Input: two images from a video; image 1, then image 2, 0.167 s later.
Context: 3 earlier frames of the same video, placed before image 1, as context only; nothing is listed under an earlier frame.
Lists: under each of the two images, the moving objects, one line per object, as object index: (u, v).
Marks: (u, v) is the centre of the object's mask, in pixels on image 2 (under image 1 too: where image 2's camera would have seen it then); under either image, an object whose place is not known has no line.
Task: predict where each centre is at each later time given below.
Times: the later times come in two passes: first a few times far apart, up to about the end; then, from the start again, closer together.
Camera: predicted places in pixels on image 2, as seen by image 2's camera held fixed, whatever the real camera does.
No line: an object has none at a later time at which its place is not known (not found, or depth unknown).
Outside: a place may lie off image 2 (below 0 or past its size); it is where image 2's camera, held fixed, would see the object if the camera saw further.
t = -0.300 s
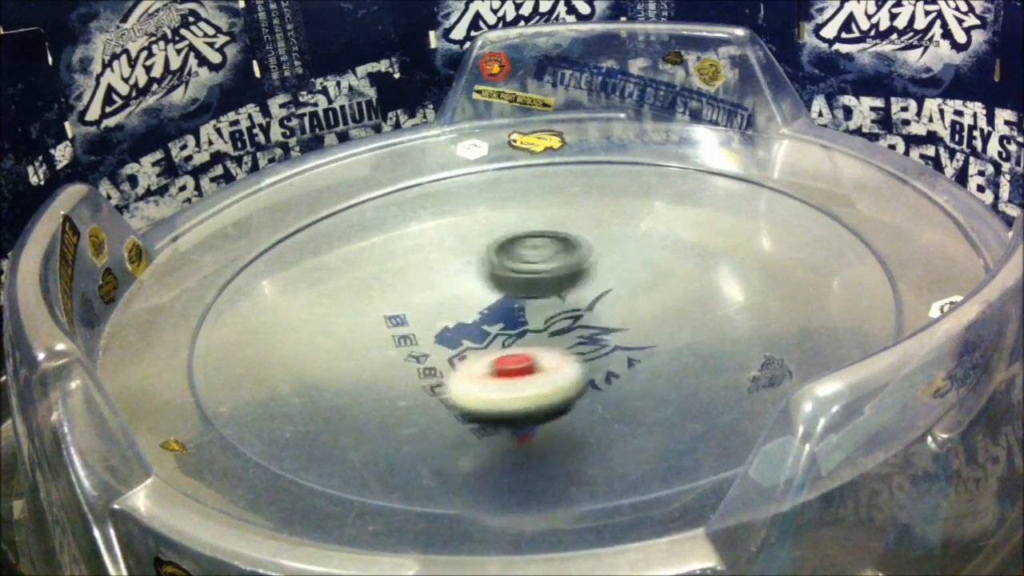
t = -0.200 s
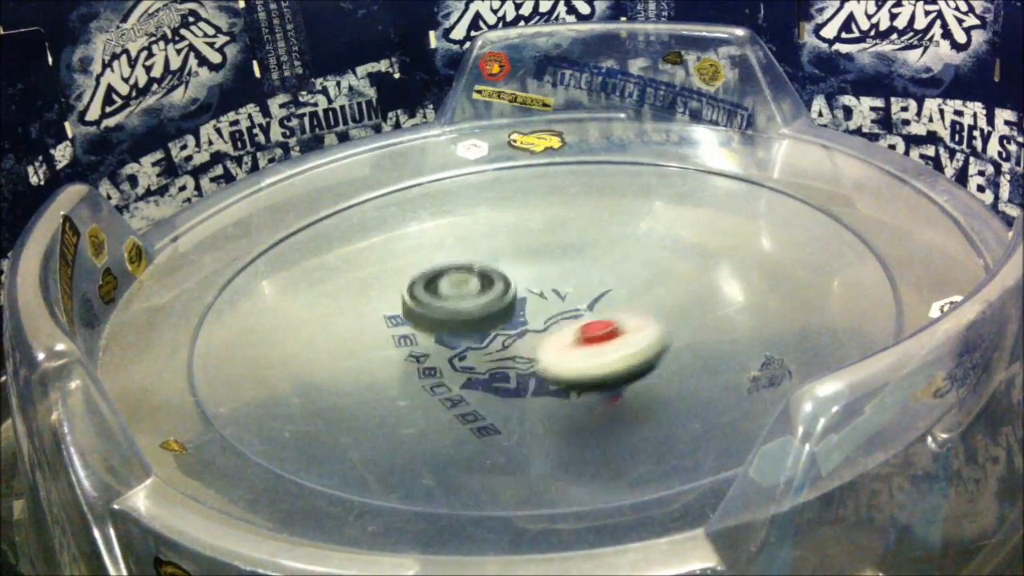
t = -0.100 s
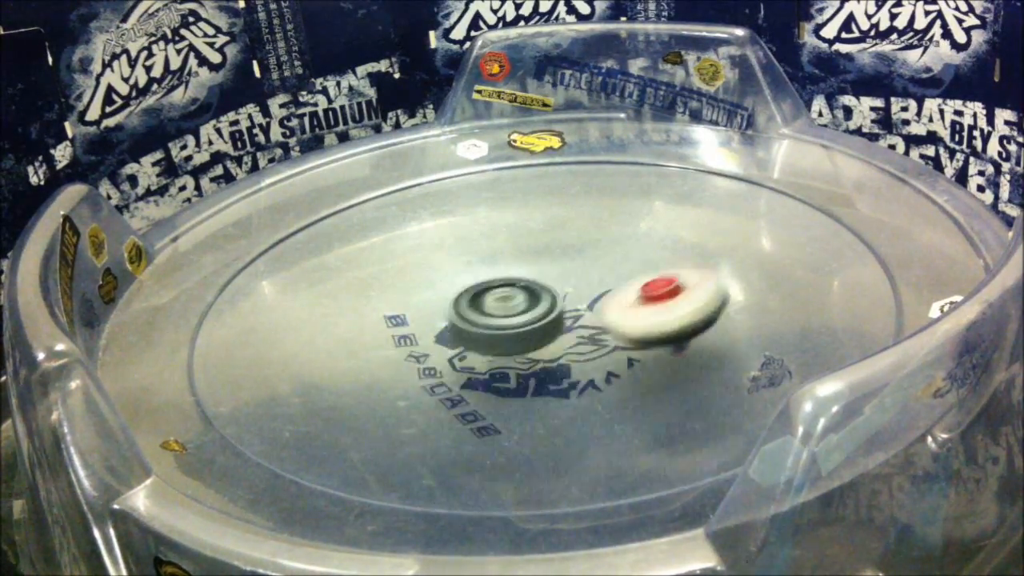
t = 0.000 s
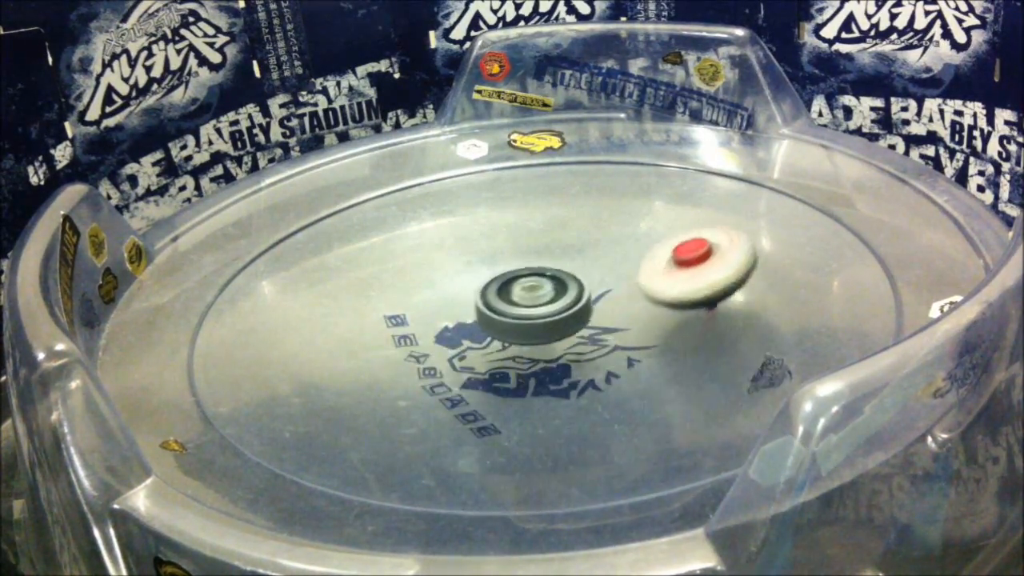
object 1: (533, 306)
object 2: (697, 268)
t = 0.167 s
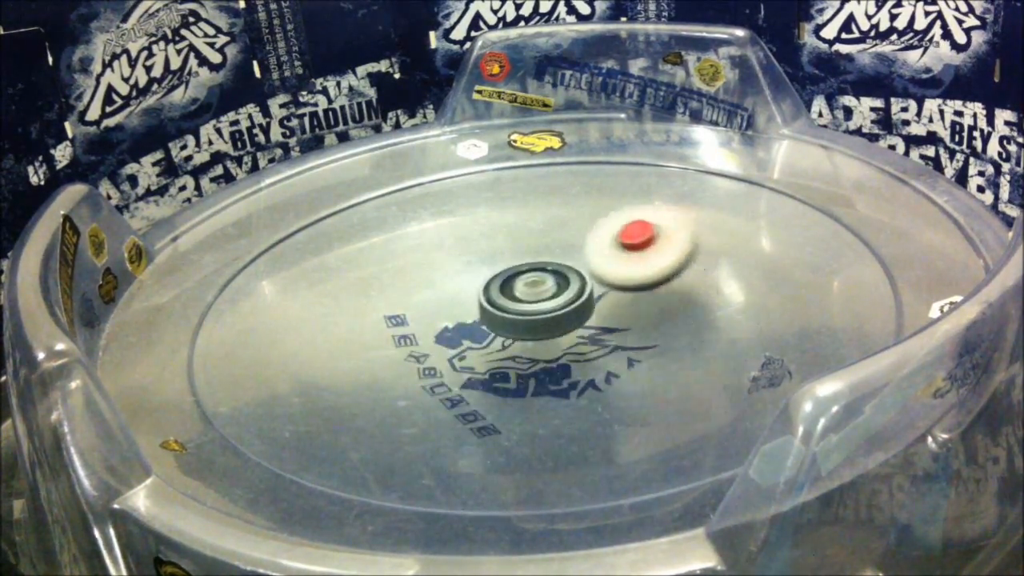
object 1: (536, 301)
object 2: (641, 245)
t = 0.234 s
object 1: (472, 325)
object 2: (643, 224)
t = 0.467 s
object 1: (580, 320)
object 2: (518, 263)
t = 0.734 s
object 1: (587, 313)
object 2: (448, 279)
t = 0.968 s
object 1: (628, 305)
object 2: (407, 314)
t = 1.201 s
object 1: (631, 271)
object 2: (434, 341)
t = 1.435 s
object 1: (582, 259)
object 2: (489, 358)
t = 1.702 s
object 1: (540, 277)
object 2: (557, 350)
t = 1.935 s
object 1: (502, 265)
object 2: (572, 369)
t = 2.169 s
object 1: (516, 277)
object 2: (615, 329)
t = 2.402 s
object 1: (515, 286)
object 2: (616, 319)
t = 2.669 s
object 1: (497, 296)
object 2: (634, 331)
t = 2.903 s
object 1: (416, 286)
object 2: (654, 365)
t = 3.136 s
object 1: (384, 255)
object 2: (681, 332)
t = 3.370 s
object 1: (383, 296)
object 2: (703, 284)
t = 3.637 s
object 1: (451, 353)
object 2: (642, 267)
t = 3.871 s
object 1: (521, 362)
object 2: (558, 259)
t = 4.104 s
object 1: (558, 332)
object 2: (528, 263)
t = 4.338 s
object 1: (588, 336)
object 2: (516, 251)
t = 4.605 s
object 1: (591, 326)
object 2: (501, 267)
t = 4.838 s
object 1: (622, 329)
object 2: (482, 257)
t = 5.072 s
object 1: (606, 337)
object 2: (496, 272)
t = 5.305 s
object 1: (606, 332)
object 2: (495, 253)
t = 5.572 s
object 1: (638, 348)
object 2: (477, 213)
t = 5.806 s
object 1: (609, 336)
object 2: (520, 268)
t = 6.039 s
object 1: (613, 329)
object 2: (519, 259)
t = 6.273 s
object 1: (591, 329)
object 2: (517, 251)
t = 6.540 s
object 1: (587, 328)
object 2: (520, 257)
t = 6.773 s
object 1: (577, 325)
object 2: (540, 261)
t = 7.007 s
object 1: (556, 327)
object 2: (552, 250)
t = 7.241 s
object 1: (540, 335)
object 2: (577, 253)
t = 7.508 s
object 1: (527, 328)
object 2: (611, 270)
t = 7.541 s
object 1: (522, 326)
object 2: (613, 274)
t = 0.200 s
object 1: (532, 302)
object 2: (627, 243)
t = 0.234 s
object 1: (472, 325)
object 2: (643, 224)
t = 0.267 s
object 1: (473, 334)
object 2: (636, 223)
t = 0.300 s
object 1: (501, 345)
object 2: (624, 227)
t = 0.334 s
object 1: (520, 347)
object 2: (616, 230)
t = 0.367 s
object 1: (556, 344)
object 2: (598, 238)
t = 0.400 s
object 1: (576, 335)
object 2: (576, 248)
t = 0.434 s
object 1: (581, 326)
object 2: (549, 256)
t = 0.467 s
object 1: (580, 320)
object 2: (518, 263)
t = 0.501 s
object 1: (613, 340)
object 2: (465, 238)
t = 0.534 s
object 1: (618, 342)
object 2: (458, 234)
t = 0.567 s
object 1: (623, 337)
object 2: (448, 231)
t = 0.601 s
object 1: (628, 328)
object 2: (443, 232)
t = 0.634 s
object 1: (625, 319)
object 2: (441, 238)
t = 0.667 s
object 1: (618, 315)
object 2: (442, 247)
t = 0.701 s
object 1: (605, 313)
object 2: (446, 260)
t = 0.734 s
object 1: (587, 313)
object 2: (448, 279)
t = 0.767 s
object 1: (579, 315)
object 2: (451, 287)
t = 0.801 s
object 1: (605, 319)
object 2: (424, 296)
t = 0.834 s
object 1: (655, 322)
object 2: (385, 297)
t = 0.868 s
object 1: (658, 320)
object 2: (382, 300)
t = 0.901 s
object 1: (648, 314)
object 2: (386, 305)
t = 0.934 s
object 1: (635, 307)
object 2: (400, 311)
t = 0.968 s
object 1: (628, 305)
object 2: (407, 314)
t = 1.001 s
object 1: (612, 303)
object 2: (429, 322)
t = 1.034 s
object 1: (594, 304)
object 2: (458, 327)
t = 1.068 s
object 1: (638, 289)
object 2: (422, 338)
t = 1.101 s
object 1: (665, 278)
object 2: (403, 345)
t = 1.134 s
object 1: (656, 275)
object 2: (408, 343)
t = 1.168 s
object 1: (648, 273)
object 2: (414, 343)
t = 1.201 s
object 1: (631, 271)
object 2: (434, 341)
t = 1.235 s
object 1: (613, 273)
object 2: (457, 338)
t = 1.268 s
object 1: (594, 277)
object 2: (487, 336)
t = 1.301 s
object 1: (588, 276)
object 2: (506, 338)
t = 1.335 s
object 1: (610, 253)
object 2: (481, 360)
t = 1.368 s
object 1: (609, 251)
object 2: (479, 361)
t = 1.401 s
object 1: (597, 254)
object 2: (480, 361)
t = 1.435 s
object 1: (582, 259)
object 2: (489, 358)
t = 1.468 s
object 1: (568, 266)
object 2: (502, 352)
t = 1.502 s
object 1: (559, 273)
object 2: (521, 345)
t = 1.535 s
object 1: (554, 276)
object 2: (538, 339)
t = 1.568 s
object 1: (557, 259)
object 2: (544, 363)
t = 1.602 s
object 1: (557, 256)
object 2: (544, 365)
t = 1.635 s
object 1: (553, 261)
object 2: (543, 365)
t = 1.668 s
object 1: (546, 268)
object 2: (548, 356)
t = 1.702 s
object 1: (540, 277)
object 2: (557, 350)
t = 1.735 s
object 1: (536, 281)
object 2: (566, 340)
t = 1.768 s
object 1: (534, 282)
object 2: (577, 337)
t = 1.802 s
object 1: (527, 264)
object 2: (593, 352)
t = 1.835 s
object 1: (518, 248)
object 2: (597, 371)
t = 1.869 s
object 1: (513, 250)
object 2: (589, 374)
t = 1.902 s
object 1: (506, 257)
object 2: (580, 374)
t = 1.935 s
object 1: (502, 265)
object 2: (572, 369)
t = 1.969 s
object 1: (502, 274)
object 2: (569, 360)
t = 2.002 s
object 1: (505, 279)
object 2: (570, 354)
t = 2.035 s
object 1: (510, 285)
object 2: (572, 340)
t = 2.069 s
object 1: (510, 282)
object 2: (589, 337)
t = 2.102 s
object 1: (512, 279)
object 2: (594, 333)
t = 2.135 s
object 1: (518, 281)
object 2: (598, 327)
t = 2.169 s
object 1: (516, 277)
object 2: (615, 329)
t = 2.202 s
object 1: (512, 274)
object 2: (619, 332)
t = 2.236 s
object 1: (513, 275)
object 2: (620, 331)
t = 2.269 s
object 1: (513, 280)
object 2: (617, 329)
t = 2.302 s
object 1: (514, 286)
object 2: (613, 324)
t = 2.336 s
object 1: (512, 287)
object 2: (614, 321)
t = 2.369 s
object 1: (510, 285)
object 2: (617, 320)
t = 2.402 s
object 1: (515, 286)
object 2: (616, 319)
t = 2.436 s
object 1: (517, 288)
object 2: (613, 318)
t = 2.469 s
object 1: (488, 280)
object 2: (650, 327)
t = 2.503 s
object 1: (482, 279)
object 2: (653, 334)
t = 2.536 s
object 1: (485, 286)
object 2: (647, 337)
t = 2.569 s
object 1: (489, 293)
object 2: (635, 339)
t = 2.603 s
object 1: (496, 299)
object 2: (622, 337)
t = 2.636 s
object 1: (500, 302)
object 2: (617, 334)
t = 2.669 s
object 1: (497, 296)
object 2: (634, 331)
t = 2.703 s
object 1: (402, 250)
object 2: (747, 346)
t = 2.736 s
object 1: (380, 237)
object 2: (758, 359)
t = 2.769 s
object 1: (379, 244)
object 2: (749, 368)
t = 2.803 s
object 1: (383, 256)
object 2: (735, 372)
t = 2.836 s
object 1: (387, 262)
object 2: (723, 372)
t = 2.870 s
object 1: (399, 275)
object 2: (694, 371)
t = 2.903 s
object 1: (416, 286)
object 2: (654, 365)
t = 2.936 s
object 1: (438, 294)
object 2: (618, 353)
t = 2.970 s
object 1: (465, 300)
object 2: (586, 335)
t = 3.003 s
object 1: (417, 269)
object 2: (651, 330)
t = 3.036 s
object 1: (373, 238)
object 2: (705, 333)
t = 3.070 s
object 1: (370, 236)
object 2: (707, 334)
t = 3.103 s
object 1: (374, 243)
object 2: (699, 334)
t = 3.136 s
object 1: (384, 255)
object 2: (681, 332)
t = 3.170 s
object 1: (400, 269)
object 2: (662, 327)
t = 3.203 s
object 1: (422, 281)
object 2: (637, 320)
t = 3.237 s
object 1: (449, 291)
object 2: (614, 310)
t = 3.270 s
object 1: (461, 294)
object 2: (604, 305)
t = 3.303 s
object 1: (430, 293)
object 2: (648, 289)
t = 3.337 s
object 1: (380, 290)
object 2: (702, 281)
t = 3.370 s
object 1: (383, 296)
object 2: (703, 284)
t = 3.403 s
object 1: (400, 306)
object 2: (692, 288)
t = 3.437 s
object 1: (421, 316)
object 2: (673, 292)
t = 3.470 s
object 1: (432, 321)
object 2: (663, 293)
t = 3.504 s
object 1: (456, 327)
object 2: (636, 296)
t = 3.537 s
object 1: (480, 331)
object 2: (603, 297)
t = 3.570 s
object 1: (440, 345)
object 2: (633, 275)
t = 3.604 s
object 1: (437, 350)
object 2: (642, 266)
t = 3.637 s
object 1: (451, 353)
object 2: (642, 267)
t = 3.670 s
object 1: (459, 354)
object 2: (639, 267)
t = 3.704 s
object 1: (476, 354)
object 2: (625, 270)
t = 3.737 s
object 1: (494, 354)
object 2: (607, 274)
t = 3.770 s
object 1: (510, 351)
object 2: (586, 279)
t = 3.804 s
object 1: (524, 347)
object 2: (567, 280)
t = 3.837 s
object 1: (519, 360)
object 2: (558, 266)
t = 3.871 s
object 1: (521, 362)
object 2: (558, 259)
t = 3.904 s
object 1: (526, 359)
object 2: (556, 257)
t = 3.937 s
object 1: (539, 353)
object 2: (552, 255)
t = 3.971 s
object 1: (548, 347)
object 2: (547, 255)
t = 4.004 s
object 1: (555, 339)
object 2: (542, 259)
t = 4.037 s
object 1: (558, 331)
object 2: (537, 263)
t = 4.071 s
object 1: (560, 331)
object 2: (530, 262)
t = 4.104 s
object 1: (558, 332)
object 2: (528, 263)
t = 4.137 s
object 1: (555, 330)
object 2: (523, 264)
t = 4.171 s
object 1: (559, 338)
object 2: (522, 255)
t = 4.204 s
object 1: (559, 336)
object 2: (524, 254)
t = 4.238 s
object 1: (563, 331)
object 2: (526, 255)
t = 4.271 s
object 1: (568, 325)
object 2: (527, 259)
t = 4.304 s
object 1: (570, 323)
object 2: (526, 261)
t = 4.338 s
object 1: (588, 336)
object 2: (516, 251)
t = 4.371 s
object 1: (591, 337)
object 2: (517, 250)
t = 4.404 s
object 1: (592, 332)
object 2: (518, 251)
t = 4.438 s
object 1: (591, 327)
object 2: (518, 256)
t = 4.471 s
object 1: (587, 322)
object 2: (519, 263)
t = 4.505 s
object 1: (591, 324)
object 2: (509, 266)
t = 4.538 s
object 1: (598, 328)
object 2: (504, 264)
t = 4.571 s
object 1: (596, 328)
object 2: (502, 265)
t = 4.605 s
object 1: (591, 326)
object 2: (501, 267)
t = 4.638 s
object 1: (584, 322)
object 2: (499, 273)
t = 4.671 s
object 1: (609, 329)
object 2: (475, 265)
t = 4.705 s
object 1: (633, 341)
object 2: (464, 254)
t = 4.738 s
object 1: (633, 340)
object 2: (464, 252)
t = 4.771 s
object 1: (631, 336)
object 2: (468, 249)
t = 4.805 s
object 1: (627, 332)
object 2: (474, 252)
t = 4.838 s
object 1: (622, 329)
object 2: (482, 257)
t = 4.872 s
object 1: (611, 326)
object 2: (493, 269)
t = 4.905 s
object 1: (598, 324)
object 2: (504, 279)
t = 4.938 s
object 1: (598, 326)
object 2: (505, 283)
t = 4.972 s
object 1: (599, 328)
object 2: (506, 284)
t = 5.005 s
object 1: (595, 330)
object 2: (506, 285)
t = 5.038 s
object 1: (592, 331)
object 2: (506, 284)
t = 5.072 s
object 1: (606, 337)
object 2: (496, 272)
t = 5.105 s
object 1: (609, 335)
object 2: (496, 266)
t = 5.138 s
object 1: (609, 333)
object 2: (497, 264)
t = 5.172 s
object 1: (609, 328)
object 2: (500, 261)
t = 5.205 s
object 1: (604, 324)
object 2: (506, 262)
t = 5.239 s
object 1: (595, 319)
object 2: (511, 267)
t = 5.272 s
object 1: (600, 327)
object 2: (502, 263)
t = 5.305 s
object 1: (606, 332)
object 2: (495, 253)
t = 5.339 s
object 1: (603, 330)
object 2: (498, 250)
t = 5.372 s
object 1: (601, 328)
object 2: (499, 249)
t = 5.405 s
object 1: (597, 324)
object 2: (505, 253)
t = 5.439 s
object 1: (589, 319)
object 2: (509, 259)
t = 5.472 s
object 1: (583, 318)
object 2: (508, 262)
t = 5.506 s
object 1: (629, 348)
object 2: (472, 228)
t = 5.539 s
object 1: (636, 350)
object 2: (475, 216)
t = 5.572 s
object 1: (638, 348)
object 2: (477, 213)
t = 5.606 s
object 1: (640, 343)
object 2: (484, 211)
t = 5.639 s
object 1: (638, 338)
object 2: (491, 215)
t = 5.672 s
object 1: (630, 333)
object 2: (500, 226)
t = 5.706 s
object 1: (617, 329)
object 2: (511, 241)
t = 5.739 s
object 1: (603, 325)
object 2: (525, 262)
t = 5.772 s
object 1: (597, 324)
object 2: (530, 270)
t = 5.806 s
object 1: (609, 336)
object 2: (520, 268)
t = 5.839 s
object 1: (604, 335)
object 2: (525, 272)
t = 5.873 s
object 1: (596, 330)
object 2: (529, 277)
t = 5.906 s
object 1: (615, 341)
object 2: (512, 265)
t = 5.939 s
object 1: (618, 341)
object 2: (513, 259)
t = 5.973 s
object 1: (618, 337)
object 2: (515, 257)
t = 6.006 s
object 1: (617, 334)
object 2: (516, 257)
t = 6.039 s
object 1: (613, 329)
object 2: (519, 259)
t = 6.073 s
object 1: (606, 323)
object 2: (524, 265)
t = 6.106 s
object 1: (596, 319)
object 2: (525, 268)
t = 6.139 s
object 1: (592, 321)
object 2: (525, 267)
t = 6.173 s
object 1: (597, 329)
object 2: (519, 260)
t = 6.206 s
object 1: (598, 332)
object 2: (518, 255)
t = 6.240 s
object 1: (594, 332)
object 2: (517, 251)
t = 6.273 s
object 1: (591, 329)
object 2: (517, 251)
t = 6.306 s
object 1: (586, 325)
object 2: (516, 253)
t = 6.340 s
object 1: (580, 321)
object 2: (517, 259)
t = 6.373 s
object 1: (583, 326)
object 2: (510, 254)
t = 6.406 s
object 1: (594, 338)
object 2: (504, 247)
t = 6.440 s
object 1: (594, 340)
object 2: (506, 243)
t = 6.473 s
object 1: (593, 337)
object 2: (509, 243)
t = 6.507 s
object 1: (592, 332)
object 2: (513, 247)
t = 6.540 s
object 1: (587, 328)
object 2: (520, 257)
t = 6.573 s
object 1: (579, 323)
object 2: (526, 265)
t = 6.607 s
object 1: (584, 329)
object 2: (522, 262)
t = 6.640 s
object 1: (588, 336)
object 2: (523, 257)
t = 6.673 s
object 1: (584, 332)
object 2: (528, 259)
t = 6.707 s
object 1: (582, 327)
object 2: (534, 261)
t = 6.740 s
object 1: (580, 324)
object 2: (537, 263)
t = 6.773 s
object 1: (577, 325)
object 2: (540, 261)
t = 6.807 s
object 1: (576, 333)
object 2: (543, 251)
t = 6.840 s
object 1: (575, 333)
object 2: (545, 249)
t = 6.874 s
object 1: (575, 330)
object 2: (548, 245)
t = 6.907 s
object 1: (574, 327)
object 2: (550, 245)
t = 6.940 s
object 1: (569, 324)
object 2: (552, 248)
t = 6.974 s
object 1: (563, 320)
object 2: (552, 252)
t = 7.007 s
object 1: (556, 327)
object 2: (552, 250)
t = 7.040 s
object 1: (552, 327)
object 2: (553, 250)
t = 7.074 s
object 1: (547, 326)
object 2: (555, 254)
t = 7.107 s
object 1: (544, 329)
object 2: (558, 252)
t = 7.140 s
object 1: (536, 339)
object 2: (566, 247)
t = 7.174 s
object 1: (536, 339)
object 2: (572, 247)
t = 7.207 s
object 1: (538, 336)
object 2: (576, 250)
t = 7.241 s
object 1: (540, 335)
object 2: (577, 253)
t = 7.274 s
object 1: (540, 332)
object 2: (579, 259)
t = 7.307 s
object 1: (535, 333)
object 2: (583, 261)
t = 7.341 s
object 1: (523, 340)
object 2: (595, 255)
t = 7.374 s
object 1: (522, 337)
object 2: (604, 254)
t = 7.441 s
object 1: (528, 333)
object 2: (611, 258)
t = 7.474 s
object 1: (532, 328)
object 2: (611, 264)
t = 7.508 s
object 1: (527, 328)
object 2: (611, 270)
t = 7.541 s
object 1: (522, 326)
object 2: (613, 274)
